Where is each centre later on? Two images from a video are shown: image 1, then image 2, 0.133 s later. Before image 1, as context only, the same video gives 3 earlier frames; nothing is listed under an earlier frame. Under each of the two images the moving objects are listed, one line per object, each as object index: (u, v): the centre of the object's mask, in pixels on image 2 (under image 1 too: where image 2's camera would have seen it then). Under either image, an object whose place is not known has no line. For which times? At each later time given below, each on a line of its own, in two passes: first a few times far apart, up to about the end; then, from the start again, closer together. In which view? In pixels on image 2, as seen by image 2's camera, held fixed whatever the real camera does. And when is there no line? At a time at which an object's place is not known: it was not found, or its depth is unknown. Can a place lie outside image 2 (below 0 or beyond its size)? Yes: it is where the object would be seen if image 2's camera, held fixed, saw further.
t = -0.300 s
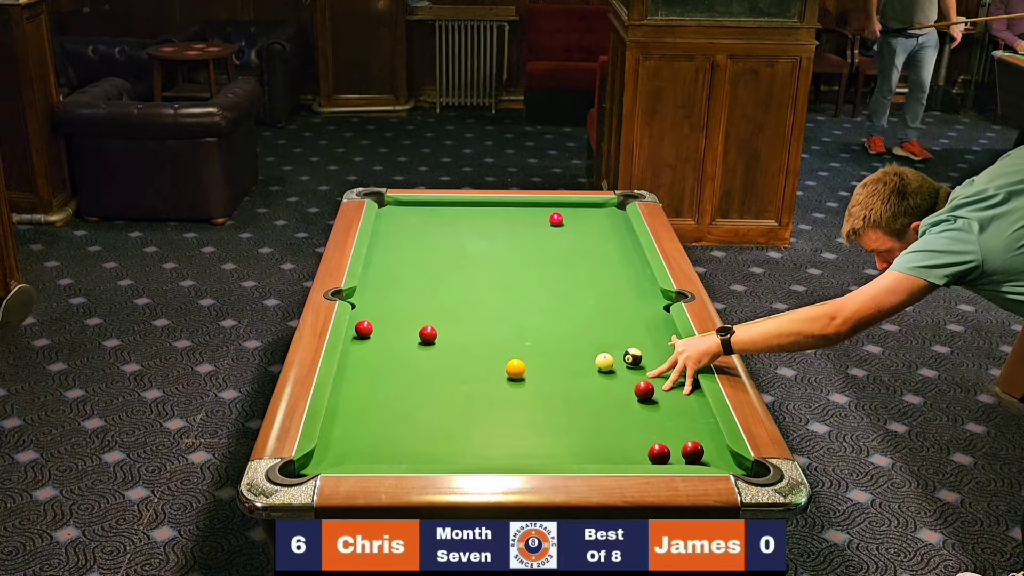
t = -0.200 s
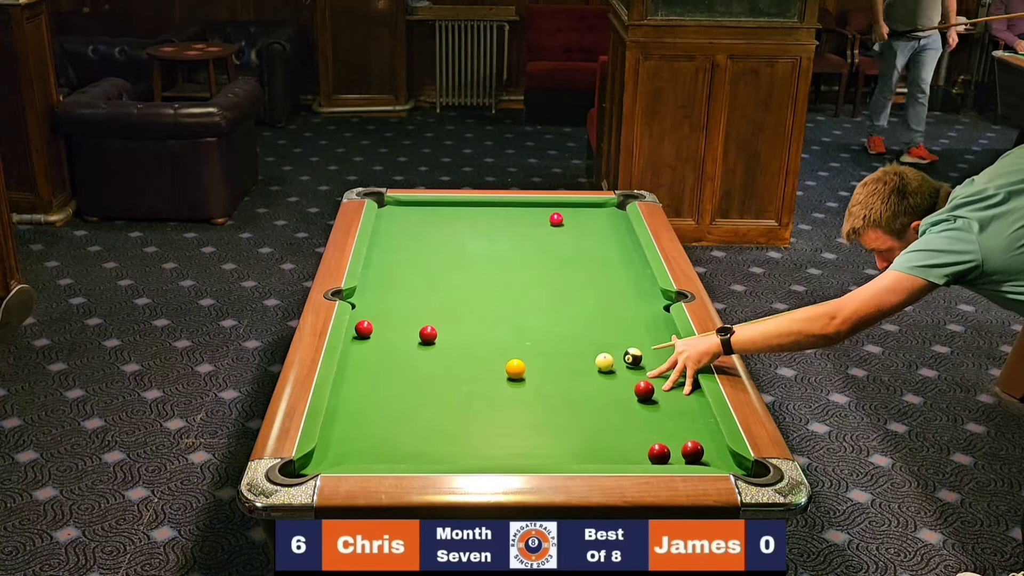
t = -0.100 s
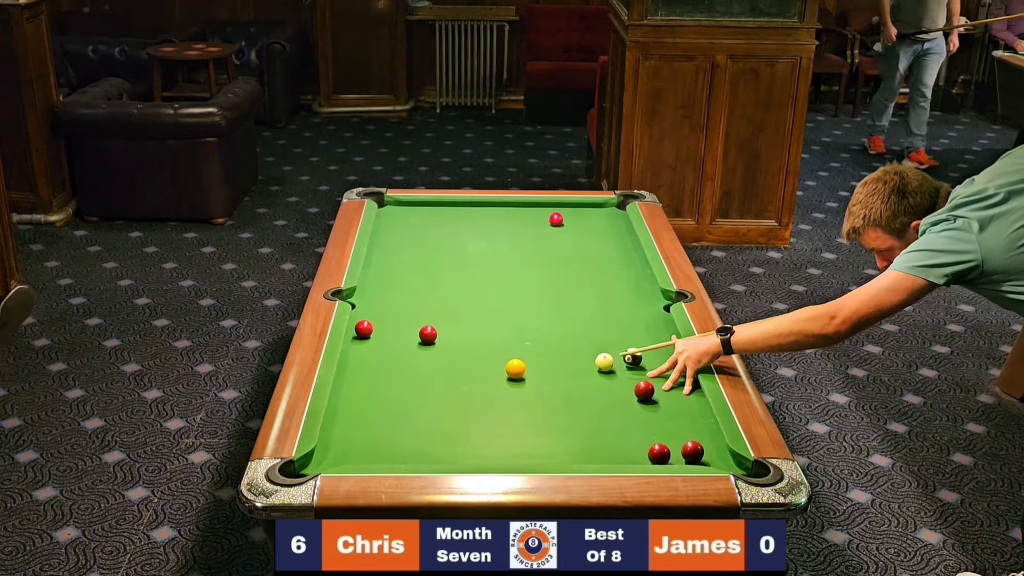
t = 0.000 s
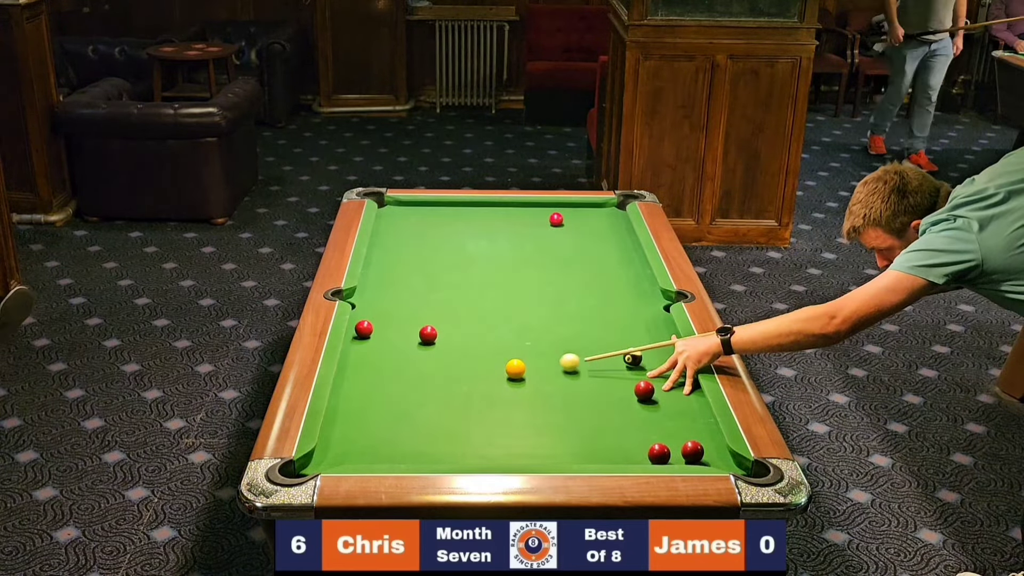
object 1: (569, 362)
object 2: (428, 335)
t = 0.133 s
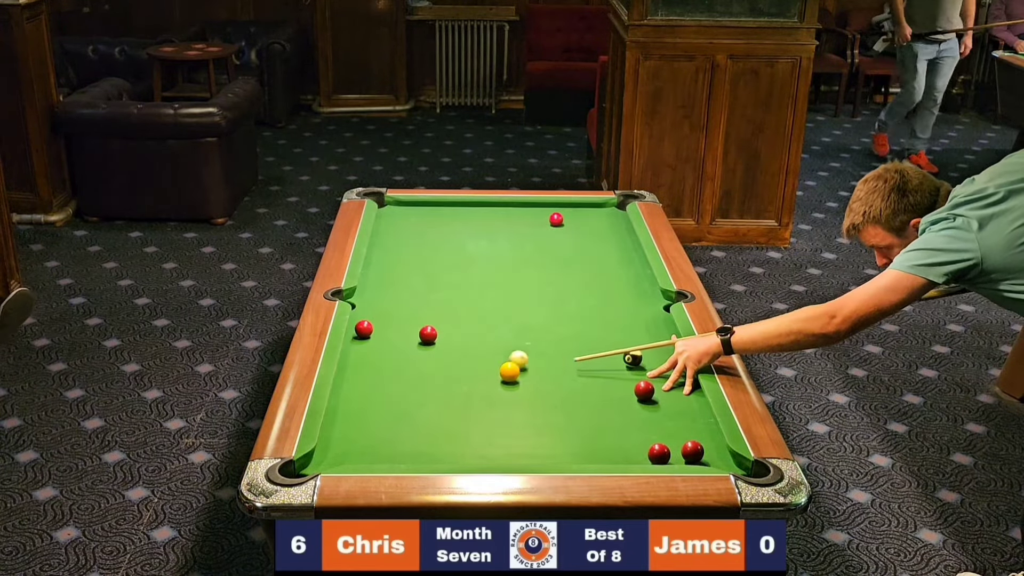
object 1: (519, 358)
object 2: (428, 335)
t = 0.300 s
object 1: (474, 348)
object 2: (428, 334)
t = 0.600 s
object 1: (434, 340)
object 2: (404, 327)
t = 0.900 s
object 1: (420, 340)
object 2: (370, 314)
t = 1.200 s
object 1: (409, 341)
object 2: (375, 306)
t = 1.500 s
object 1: (402, 341)
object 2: (394, 299)
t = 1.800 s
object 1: (399, 340)
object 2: (411, 293)
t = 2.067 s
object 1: (399, 340)
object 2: (423, 289)
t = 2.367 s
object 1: (399, 340)
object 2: (435, 285)
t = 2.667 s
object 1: (399, 340)
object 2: (443, 282)
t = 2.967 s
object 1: (399, 340)
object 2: (450, 280)
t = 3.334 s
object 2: (455, 278)
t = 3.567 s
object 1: (399, 340)
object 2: (456, 278)
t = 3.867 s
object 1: (399, 340)
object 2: (456, 278)
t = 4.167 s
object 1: (399, 340)
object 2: (456, 278)
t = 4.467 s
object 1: (399, 340)
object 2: (456, 278)
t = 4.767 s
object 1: (399, 340)
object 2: (456, 278)
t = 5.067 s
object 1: (399, 340)
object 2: (456, 278)
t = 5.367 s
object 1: (399, 340)
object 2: (456, 278)
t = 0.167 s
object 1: (510, 356)
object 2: (428, 335)
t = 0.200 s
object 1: (501, 355)
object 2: (428, 335)
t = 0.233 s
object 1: (492, 353)
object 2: (428, 335)
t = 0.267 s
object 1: (483, 350)
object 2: (428, 335)
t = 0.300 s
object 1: (474, 348)
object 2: (428, 334)
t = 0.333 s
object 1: (466, 346)
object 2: (428, 335)
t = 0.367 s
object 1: (458, 344)
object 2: (428, 335)
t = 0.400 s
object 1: (449, 341)
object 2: (428, 335)
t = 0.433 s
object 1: (442, 340)
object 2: (427, 334)
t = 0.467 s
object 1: (441, 340)
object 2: (422, 332)
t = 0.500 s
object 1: (440, 340)
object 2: (416, 331)
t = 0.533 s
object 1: (438, 340)
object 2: (412, 329)
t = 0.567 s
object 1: (436, 340)
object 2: (408, 328)
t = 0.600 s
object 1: (434, 340)
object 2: (404, 327)
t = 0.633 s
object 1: (433, 340)
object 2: (400, 325)
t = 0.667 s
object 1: (431, 340)
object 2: (396, 324)
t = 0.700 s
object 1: (429, 340)
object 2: (392, 322)
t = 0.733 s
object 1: (427, 340)
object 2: (388, 321)
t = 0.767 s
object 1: (426, 340)
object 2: (385, 320)
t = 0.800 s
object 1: (424, 340)
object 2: (381, 319)
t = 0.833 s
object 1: (423, 340)
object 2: (377, 317)
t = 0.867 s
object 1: (421, 340)
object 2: (374, 316)
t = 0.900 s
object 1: (420, 340)
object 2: (370, 314)
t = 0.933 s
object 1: (419, 340)
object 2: (367, 313)
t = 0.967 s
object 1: (417, 340)
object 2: (363, 312)
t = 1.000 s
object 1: (416, 340)
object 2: (360, 311)
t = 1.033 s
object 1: (415, 340)
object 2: (363, 310)
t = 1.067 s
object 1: (414, 340)
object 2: (365, 309)
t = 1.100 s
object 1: (412, 340)
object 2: (368, 309)
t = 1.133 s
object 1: (411, 341)
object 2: (370, 308)
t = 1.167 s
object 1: (410, 340)
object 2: (372, 307)
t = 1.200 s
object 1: (409, 341)
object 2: (375, 306)
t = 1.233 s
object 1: (408, 341)
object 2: (377, 305)
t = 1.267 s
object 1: (407, 340)
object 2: (379, 304)
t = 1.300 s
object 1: (406, 341)
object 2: (382, 304)
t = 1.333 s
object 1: (406, 340)
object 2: (384, 303)
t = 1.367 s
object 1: (405, 341)
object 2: (386, 302)
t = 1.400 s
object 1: (404, 341)
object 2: (388, 301)
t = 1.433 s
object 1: (403, 341)
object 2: (390, 301)
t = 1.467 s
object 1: (403, 341)
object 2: (392, 300)
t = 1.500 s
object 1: (402, 341)
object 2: (394, 299)
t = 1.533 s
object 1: (402, 340)
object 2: (396, 299)
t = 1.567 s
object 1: (401, 340)
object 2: (398, 298)
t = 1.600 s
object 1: (401, 340)
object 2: (400, 297)
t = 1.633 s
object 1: (400, 340)
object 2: (402, 296)
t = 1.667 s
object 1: (400, 340)
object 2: (404, 296)
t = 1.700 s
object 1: (400, 340)
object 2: (405, 295)
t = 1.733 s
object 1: (399, 340)
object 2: (407, 295)
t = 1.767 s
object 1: (399, 340)
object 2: (409, 294)
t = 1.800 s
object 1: (399, 340)
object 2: (411, 293)
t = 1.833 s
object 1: (399, 340)
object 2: (412, 293)
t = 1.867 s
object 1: (399, 340)
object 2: (414, 292)
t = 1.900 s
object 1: (398, 340)
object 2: (416, 292)
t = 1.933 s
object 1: (398, 340)
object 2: (417, 291)
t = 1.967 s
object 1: (398, 340)
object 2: (419, 291)
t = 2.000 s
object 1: (398, 340)
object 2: (420, 290)
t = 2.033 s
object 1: (399, 340)
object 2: (422, 290)
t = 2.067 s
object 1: (399, 340)
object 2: (423, 289)
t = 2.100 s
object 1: (399, 340)
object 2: (424, 289)
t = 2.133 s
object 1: (399, 340)
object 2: (426, 288)
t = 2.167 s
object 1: (399, 340)
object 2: (427, 288)
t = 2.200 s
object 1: (399, 340)
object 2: (428, 287)
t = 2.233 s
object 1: (399, 340)
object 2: (430, 287)
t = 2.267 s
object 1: (399, 340)
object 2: (431, 286)
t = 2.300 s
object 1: (399, 340)
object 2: (432, 286)
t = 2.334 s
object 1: (399, 340)
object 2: (433, 285)
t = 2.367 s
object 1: (399, 340)
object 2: (435, 285)
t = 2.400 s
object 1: (399, 340)
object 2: (436, 284)
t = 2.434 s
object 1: (399, 340)
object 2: (437, 284)
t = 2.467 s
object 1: (399, 340)
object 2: (438, 284)
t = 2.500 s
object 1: (399, 340)
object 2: (439, 283)
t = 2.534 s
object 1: (399, 340)
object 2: (440, 283)
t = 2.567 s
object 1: (399, 340)
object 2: (441, 283)
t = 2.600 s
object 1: (399, 340)
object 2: (442, 283)
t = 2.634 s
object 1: (399, 340)
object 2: (442, 283)
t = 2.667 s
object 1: (399, 340)
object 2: (443, 282)
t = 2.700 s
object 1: (399, 340)
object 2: (444, 282)
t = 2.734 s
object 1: (399, 340)
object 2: (445, 281)
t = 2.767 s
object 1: (399, 340)
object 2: (446, 281)
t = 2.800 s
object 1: (399, 340)
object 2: (447, 281)
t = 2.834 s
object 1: (399, 340)
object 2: (447, 281)
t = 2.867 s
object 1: (399, 340)
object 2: (448, 281)
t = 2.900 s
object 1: (399, 340)
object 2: (449, 280)
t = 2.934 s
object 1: (399, 340)
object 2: (449, 280)
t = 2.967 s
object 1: (399, 340)
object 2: (450, 280)
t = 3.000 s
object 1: (399, 340)
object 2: (450, 280)
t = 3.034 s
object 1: (399, 340)
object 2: (450, 279)
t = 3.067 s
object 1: (399, 340)
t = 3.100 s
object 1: (399, 340)
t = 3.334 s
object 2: (455, 278)
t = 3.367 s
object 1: (402, 340)
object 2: (455, 278)
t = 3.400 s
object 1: (399, 340)
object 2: (455, 278)
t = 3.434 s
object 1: (399, 340)
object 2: (455, 278)
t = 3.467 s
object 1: (399, 340)
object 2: (456, 278)
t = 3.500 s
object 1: (399, 340)
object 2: (456, 278)
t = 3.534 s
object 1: (399, 340)
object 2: (456, 278)
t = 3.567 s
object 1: (399, 340)
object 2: (456, 278)
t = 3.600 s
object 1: (399, 340)
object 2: (456, 278)
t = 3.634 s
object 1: (399, 340)
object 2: (456, 278)
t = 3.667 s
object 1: (399, 340)
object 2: (456, 278)
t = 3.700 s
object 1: (399, 340)
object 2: (456, 278)
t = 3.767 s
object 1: (399, 340)
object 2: (456, 278)
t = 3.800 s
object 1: (399, 340)
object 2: (456, 278)
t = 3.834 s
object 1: (399, 340)
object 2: (456, 278)
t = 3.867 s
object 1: (399, 340)
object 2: (456, 278)
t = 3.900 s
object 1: (399, 340)
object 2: (456, 278)
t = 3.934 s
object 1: (399, 340)
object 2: (456, 278)
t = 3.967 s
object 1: (399, 340)
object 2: (456, 278)
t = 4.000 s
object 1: (399, 340)
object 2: (456, 278)
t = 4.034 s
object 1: (399, 340)
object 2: (456, 278)
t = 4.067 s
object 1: (399, 340)
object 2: (456, 278)
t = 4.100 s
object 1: (399, 340)
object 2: (456, 278)
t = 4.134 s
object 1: (399, 340)
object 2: (456, 278)
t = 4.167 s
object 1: (399, 340)
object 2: (456, 278)
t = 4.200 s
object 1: (399, 340)
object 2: (456, 278)
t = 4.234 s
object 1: (399, 340)
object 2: (456, 278)
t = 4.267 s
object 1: (399, 340)
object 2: (456, 278)
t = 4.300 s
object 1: (399, 340)
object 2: (456, 278)
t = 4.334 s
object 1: (399, 340)
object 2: (456, 278)
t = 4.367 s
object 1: (399, 340)
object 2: (456, 278)
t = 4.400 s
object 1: (399, 340)
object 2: (456, 278)
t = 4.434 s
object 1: (399, 340)
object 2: (456, 278)
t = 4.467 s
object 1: (399, 340)
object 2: (456, 278)
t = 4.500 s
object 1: (399, 340)
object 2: (456, 278)
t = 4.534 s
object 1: (399, 340)
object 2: (456, 278)
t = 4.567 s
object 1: (399, 340)
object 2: (456, 278)
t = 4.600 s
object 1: (399, 340)
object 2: (456, 278)
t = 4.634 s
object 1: (399, 340)
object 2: (456, 278)
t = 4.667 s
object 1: (399, 340)
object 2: (456, 278)
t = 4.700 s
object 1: (399, 340)
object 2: (456, 278)
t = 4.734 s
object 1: (399, 340)
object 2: (456, 278)
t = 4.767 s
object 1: (399, 340)
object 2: (456, 278)
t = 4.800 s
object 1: (399, 340)
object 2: (456, 278)
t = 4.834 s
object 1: (399, 340)
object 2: (456, 278)
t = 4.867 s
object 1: (399, 340)
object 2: (456, 278)
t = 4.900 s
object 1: (399, 340)
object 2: (456, 278)
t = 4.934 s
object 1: (399, 340)
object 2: (456, 278)
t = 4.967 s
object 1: (399, 340)
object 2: (456, 278)
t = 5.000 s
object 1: (399, 340)
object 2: (456, 278)
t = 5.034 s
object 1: (399, 340)
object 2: (456, 278)
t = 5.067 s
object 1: (399, 340)
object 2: (456, 278)
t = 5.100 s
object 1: (399, 340)
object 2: (456, 278)
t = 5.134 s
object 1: (399, 340)
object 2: (456, 278)
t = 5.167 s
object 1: (399, 340)
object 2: (456, 278)
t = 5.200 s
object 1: (399, 340)
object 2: (456, 278)
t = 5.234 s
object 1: (399, 340)
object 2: (456, 278)
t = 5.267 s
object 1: (399, 340)
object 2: (456, 278)
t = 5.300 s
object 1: (399, 340)
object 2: (456, 278)
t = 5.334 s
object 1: (399, 340)
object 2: (456, 278)
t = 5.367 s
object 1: (399, 340)
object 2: (456, 278)
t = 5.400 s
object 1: (399, 340)
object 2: (456, 278)
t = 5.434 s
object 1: (399, 340)
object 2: (456, 278)
